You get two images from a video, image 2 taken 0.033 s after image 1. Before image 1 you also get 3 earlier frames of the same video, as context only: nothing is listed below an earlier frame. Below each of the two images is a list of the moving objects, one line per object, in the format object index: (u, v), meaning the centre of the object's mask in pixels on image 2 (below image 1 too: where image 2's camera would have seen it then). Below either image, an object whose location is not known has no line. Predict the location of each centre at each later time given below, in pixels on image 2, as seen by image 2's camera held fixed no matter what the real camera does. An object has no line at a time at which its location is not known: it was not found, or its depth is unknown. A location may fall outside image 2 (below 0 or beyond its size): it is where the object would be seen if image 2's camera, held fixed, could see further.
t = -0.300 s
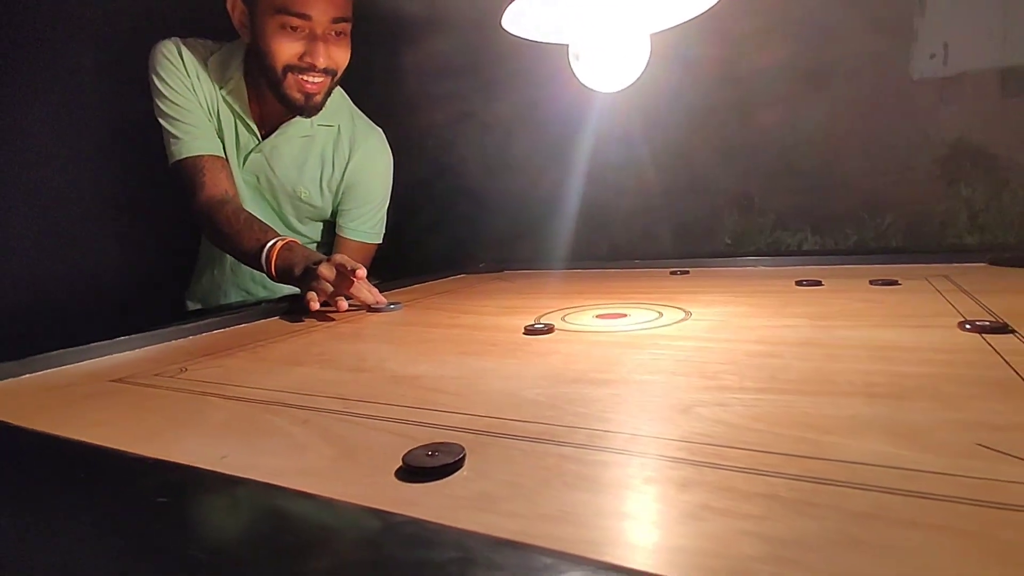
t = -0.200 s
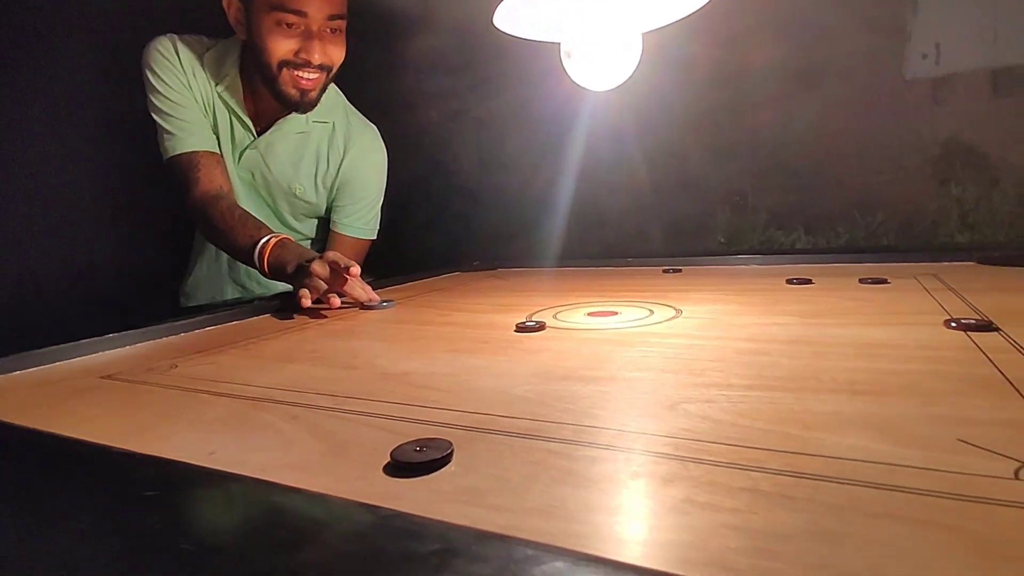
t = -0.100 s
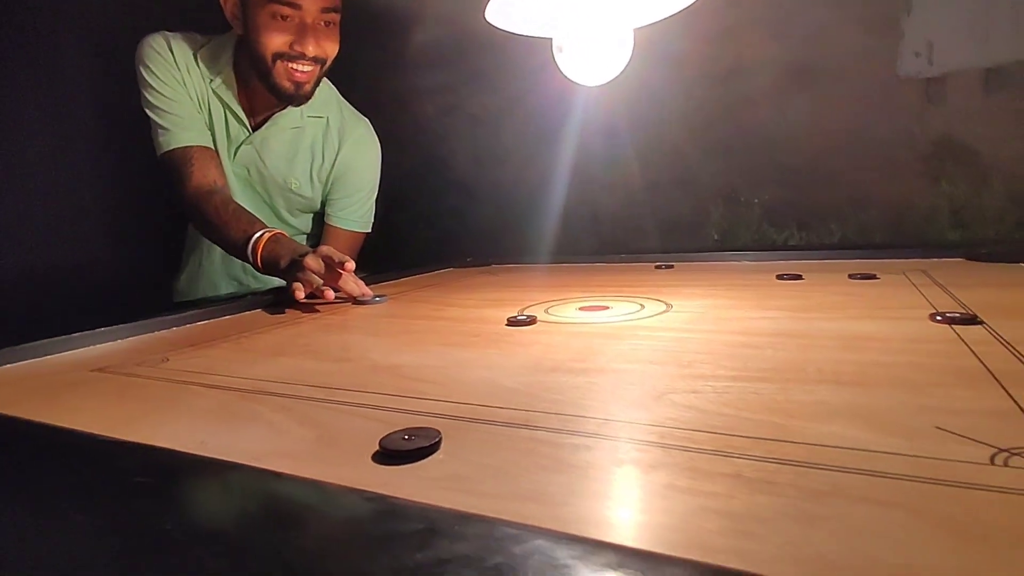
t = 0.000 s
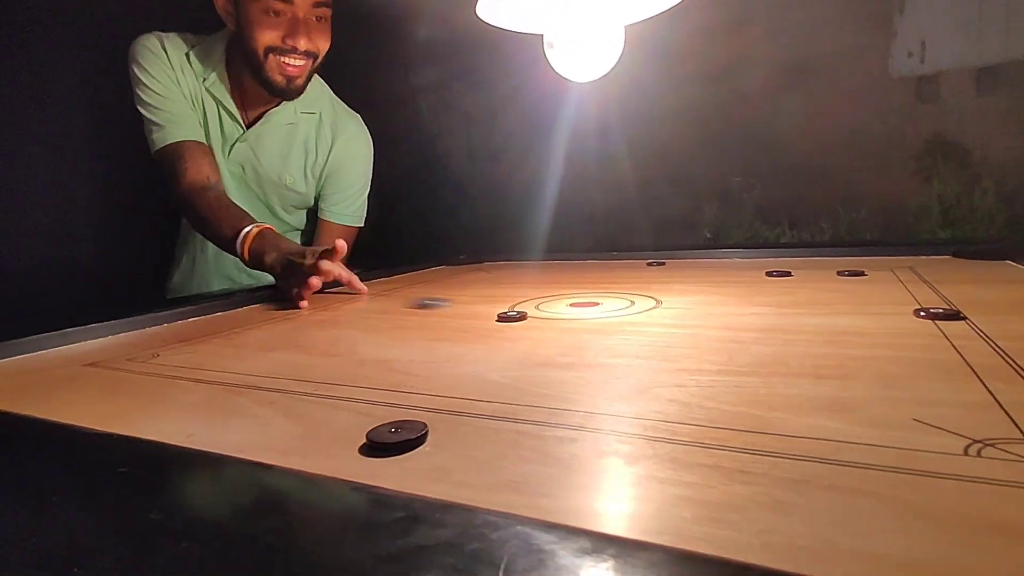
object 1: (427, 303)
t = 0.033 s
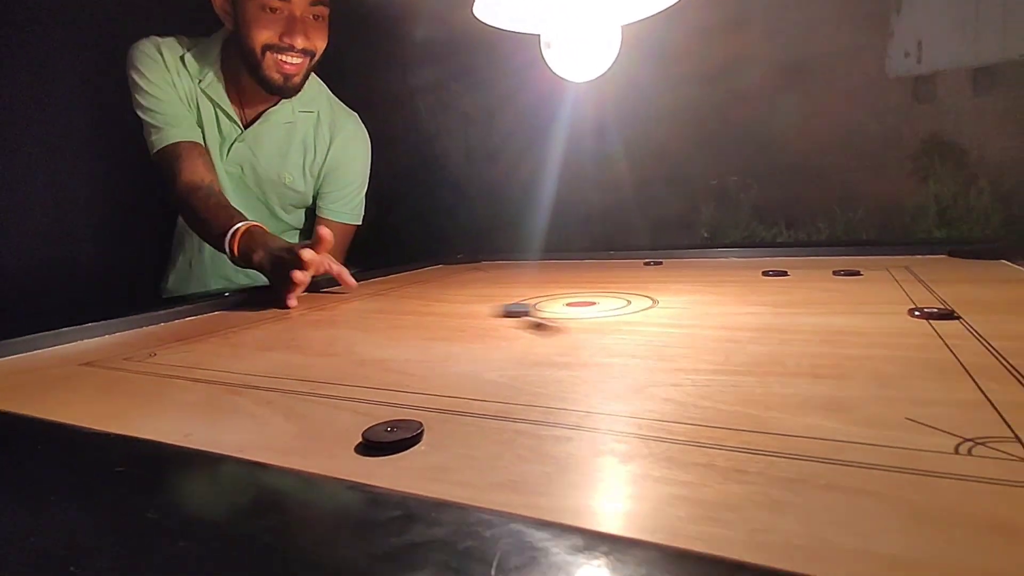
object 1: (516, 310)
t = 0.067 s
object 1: (596, 311)
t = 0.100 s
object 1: (684, 311)
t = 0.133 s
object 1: (779, 313)
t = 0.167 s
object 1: (885, 314)
